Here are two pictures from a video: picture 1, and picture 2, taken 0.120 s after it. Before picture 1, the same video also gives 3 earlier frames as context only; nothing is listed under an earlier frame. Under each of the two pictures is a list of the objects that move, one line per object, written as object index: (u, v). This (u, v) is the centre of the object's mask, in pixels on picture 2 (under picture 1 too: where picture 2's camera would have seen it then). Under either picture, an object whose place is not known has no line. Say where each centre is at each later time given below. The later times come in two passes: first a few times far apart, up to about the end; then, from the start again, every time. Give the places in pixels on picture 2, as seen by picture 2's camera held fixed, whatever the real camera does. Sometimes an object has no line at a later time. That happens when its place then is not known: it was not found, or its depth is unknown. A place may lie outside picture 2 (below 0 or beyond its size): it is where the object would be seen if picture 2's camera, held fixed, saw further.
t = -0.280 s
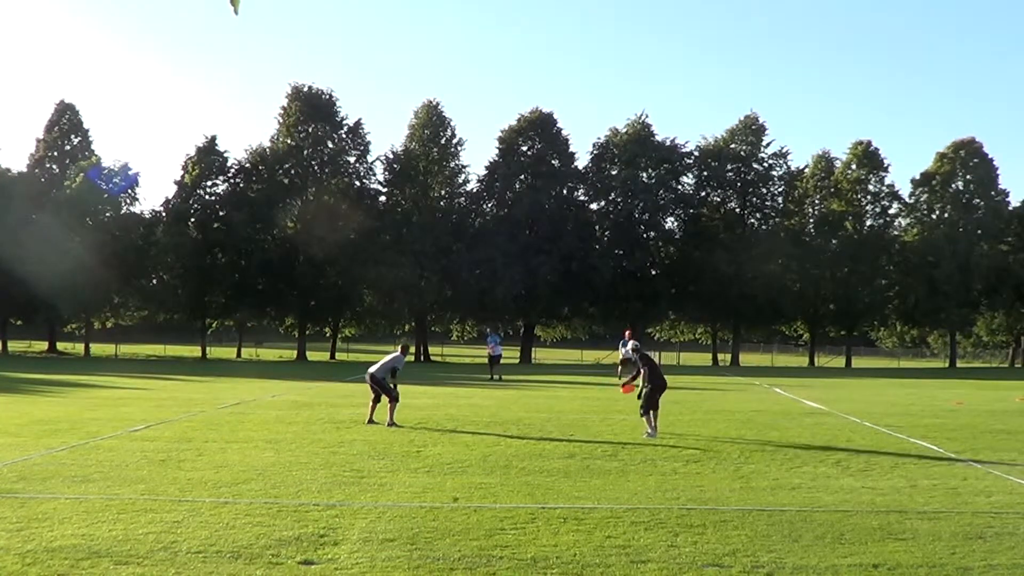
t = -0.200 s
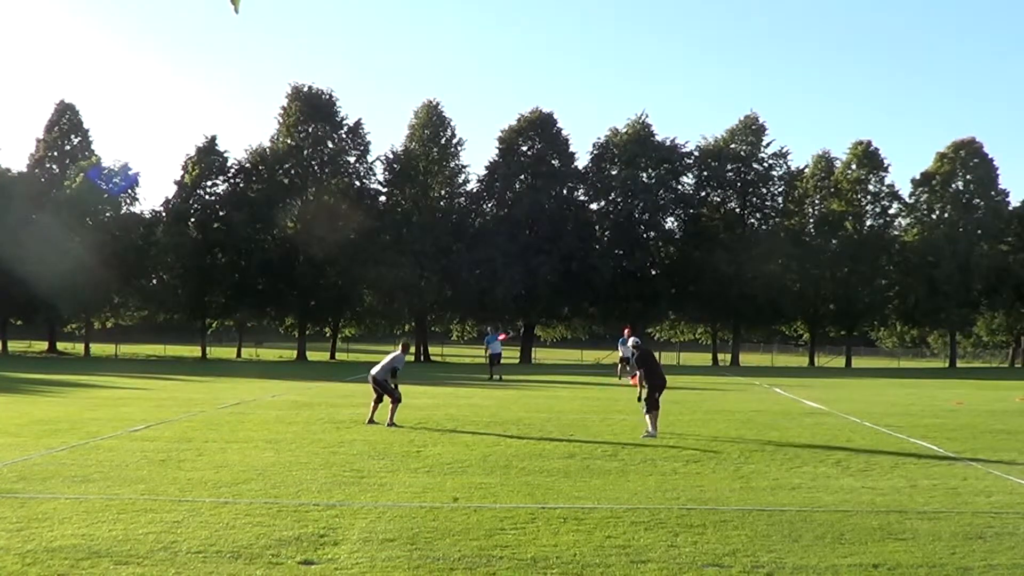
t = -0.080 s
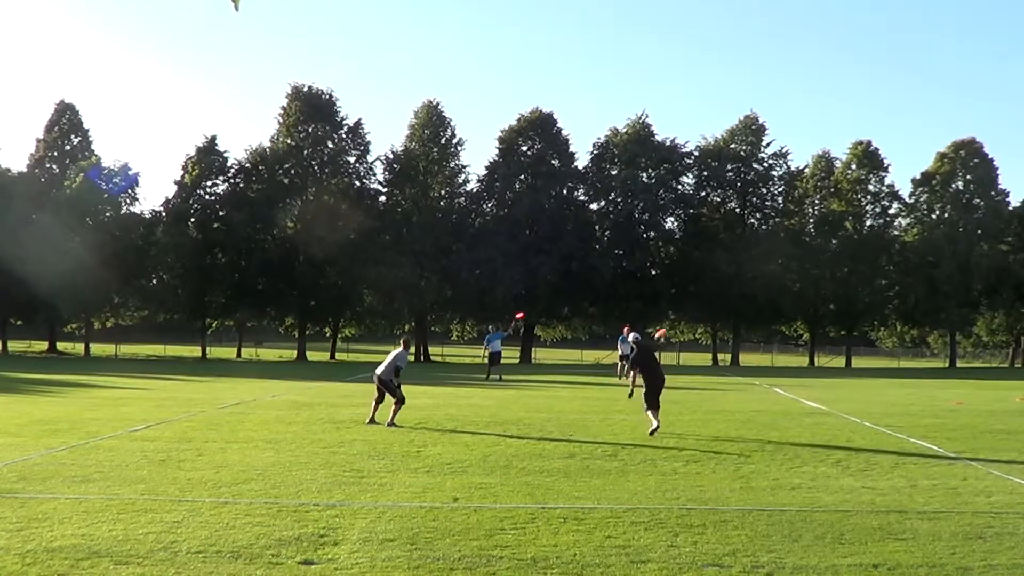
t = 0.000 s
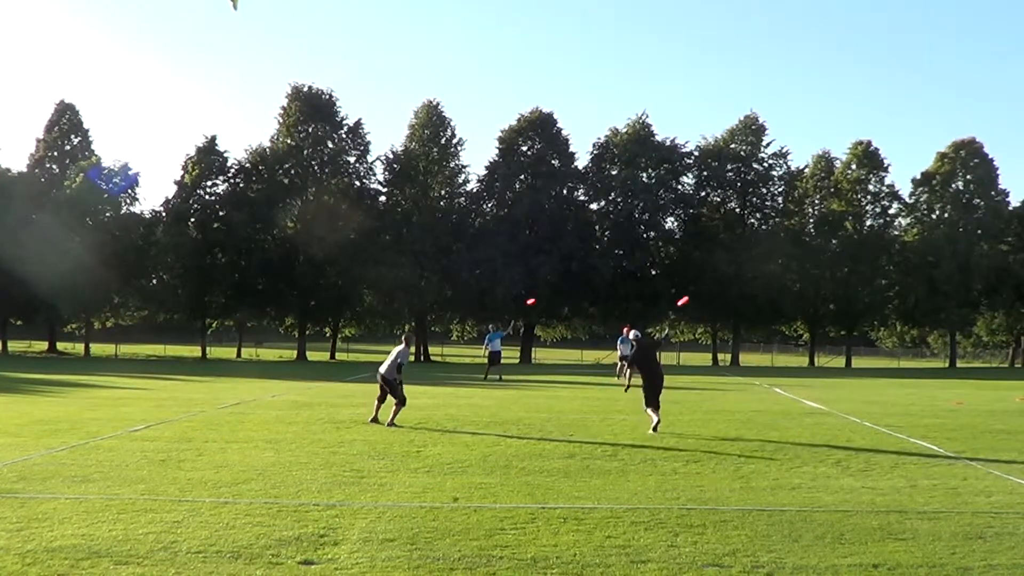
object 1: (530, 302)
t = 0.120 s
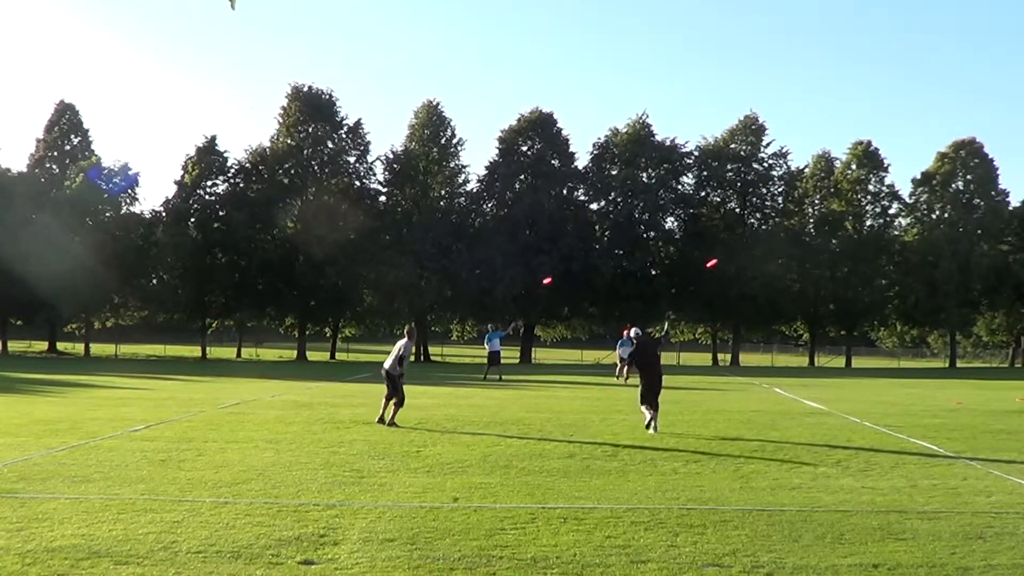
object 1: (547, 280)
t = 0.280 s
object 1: (568, 255)
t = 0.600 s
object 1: (605, 211)
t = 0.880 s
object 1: (633, 183)
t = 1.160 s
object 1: (653, 159)
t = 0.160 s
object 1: (552, 273)
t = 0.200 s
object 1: (558, 267)
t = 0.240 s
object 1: (563, 261)
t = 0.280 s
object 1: (568, 255)
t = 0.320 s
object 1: (573, 249)
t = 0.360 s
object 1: (578, 243)
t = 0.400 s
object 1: (582, 238)
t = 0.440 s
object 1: (588, 232)
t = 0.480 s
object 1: (592, 227)
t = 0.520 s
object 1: (596, 221)
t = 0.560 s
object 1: (600, 216)
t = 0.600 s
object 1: (605, 211)
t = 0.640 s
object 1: (609, 207)
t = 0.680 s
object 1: (614, 202)
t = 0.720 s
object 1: (618, 198)
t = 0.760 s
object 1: (621, 193)
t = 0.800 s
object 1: (625, 190)
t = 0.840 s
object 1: (629, 186)
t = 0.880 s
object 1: (633, 183)
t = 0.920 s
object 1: (637, 180)
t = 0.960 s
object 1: (640, 176)
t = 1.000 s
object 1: (643, 173)
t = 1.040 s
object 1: (646, 169)
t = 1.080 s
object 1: (648, 166)
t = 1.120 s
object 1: (651, 163)
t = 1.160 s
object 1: (653, 159)
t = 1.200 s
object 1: (654, 157)
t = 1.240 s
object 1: (656, 154)
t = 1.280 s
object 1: (658, 150)
